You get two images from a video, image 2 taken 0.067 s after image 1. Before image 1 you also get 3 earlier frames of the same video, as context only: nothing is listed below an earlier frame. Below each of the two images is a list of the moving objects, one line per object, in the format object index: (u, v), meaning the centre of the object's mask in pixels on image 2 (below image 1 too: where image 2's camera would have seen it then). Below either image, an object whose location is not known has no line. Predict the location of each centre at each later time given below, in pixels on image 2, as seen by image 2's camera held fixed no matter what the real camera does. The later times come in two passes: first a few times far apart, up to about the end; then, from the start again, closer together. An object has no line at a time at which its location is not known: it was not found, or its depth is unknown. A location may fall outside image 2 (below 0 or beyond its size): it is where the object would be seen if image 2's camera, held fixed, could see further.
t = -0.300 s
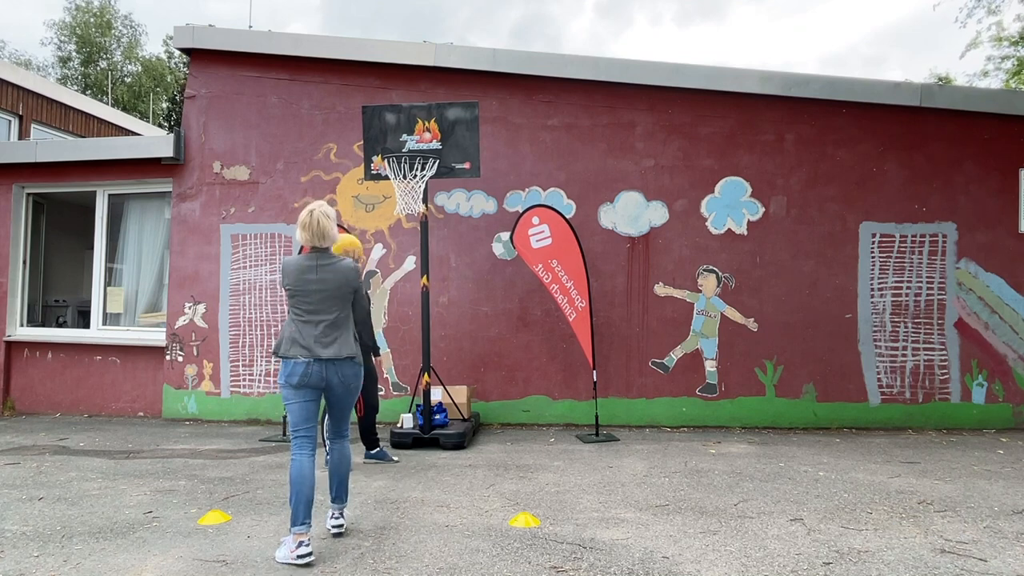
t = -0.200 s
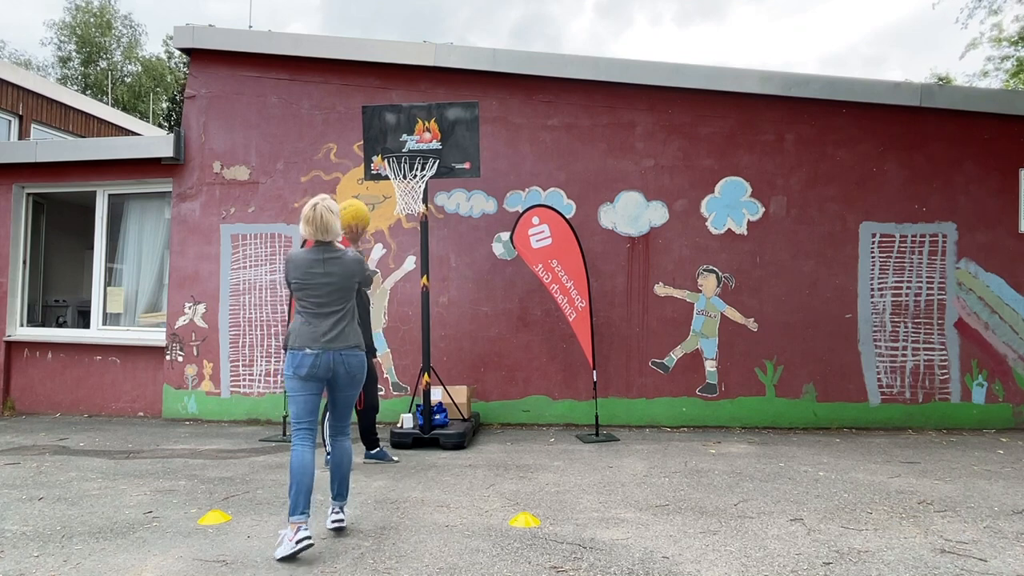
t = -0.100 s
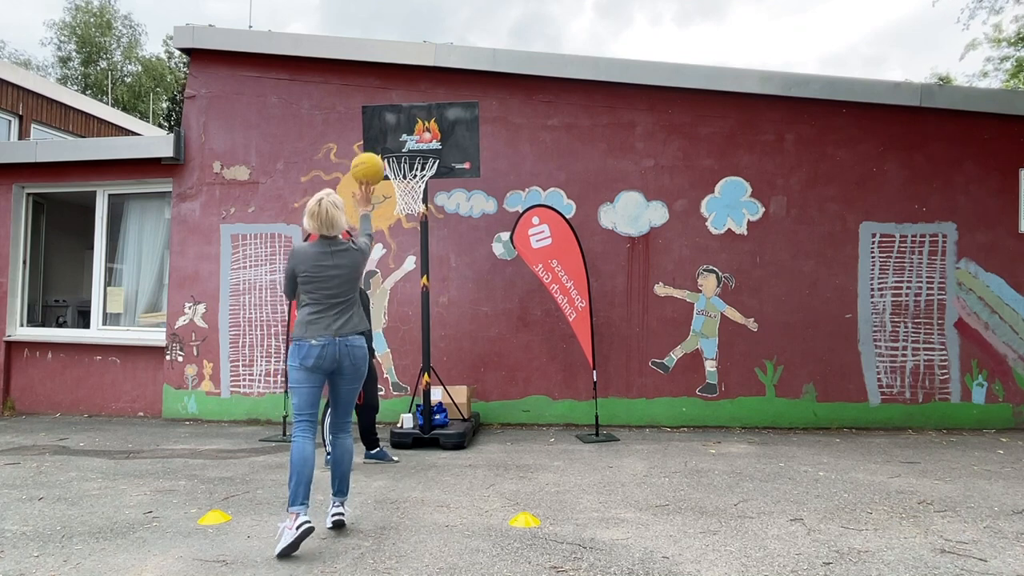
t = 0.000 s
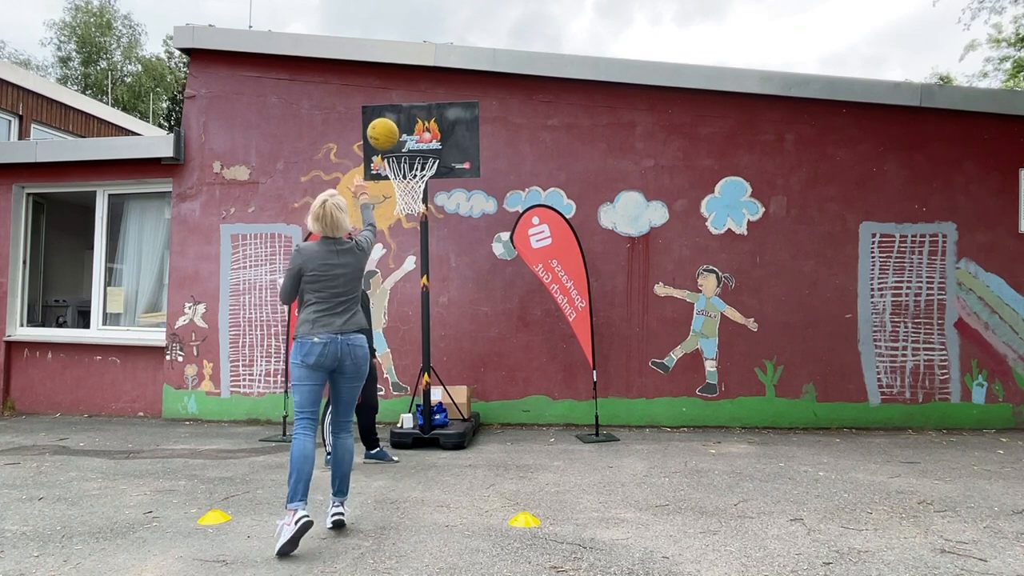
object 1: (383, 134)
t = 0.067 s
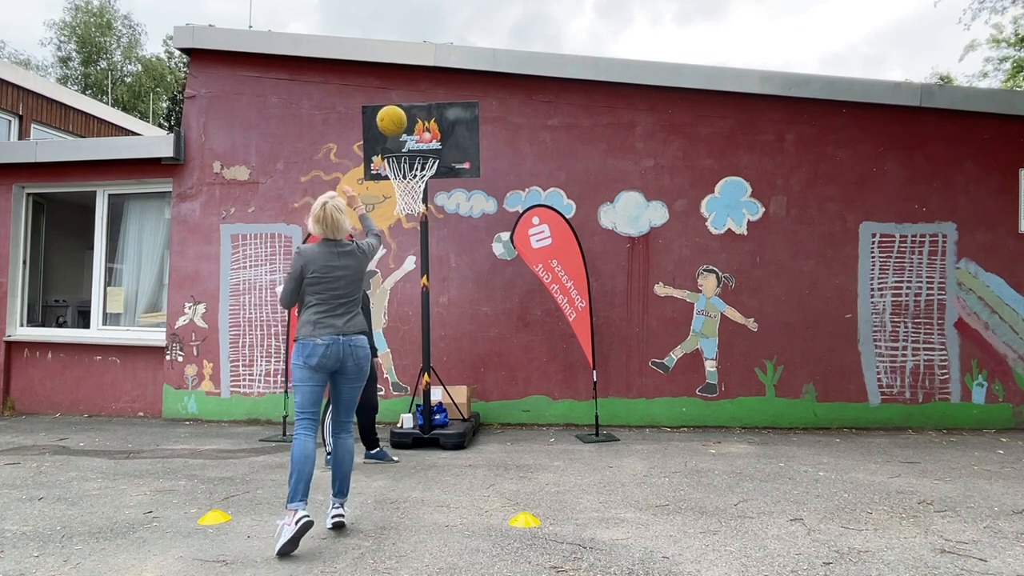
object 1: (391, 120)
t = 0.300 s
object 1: (416, 123)
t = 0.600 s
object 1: (390, 131)
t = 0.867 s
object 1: (328, 161)
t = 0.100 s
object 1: (395, 117)
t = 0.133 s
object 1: (399, 114)
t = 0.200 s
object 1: (406, 114)
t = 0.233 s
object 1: (410, 116)
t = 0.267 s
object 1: (413, 119)
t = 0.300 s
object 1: (416, 123)
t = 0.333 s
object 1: (418, 129)
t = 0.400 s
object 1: (424, 143)
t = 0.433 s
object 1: (426, 150)
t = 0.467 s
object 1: (420, 144)
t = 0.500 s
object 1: (412, 140)
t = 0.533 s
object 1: (405, 136)
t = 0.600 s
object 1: (390, 131)
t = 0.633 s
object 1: (383, 130)
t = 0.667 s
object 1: (376, 131)
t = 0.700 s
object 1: (368, 132)
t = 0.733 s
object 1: (360, 136)
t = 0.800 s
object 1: (344, 146)
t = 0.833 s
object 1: (336, 153)
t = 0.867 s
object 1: (328, 161)
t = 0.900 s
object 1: (320, 171)
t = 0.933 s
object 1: (312, 182)
